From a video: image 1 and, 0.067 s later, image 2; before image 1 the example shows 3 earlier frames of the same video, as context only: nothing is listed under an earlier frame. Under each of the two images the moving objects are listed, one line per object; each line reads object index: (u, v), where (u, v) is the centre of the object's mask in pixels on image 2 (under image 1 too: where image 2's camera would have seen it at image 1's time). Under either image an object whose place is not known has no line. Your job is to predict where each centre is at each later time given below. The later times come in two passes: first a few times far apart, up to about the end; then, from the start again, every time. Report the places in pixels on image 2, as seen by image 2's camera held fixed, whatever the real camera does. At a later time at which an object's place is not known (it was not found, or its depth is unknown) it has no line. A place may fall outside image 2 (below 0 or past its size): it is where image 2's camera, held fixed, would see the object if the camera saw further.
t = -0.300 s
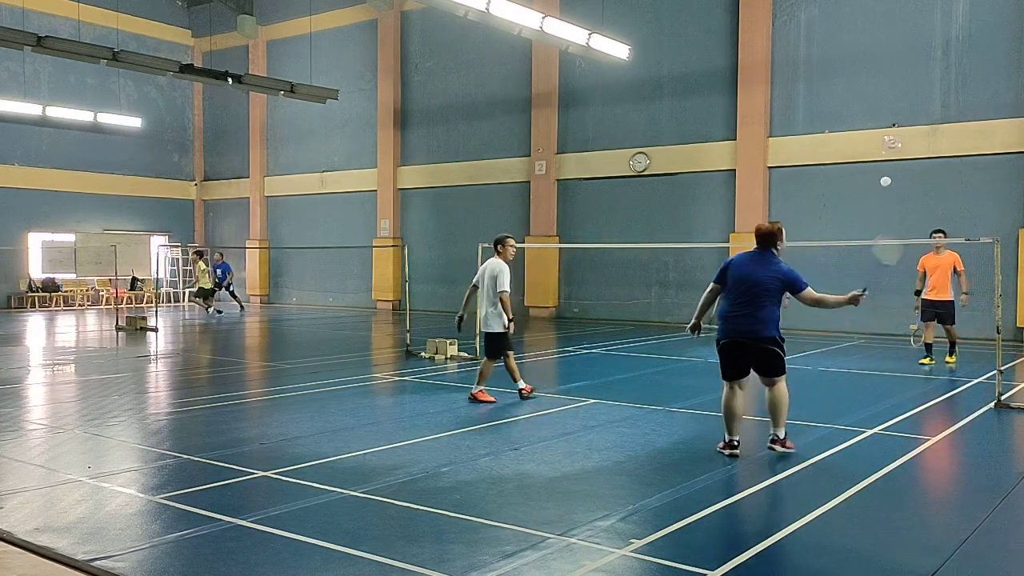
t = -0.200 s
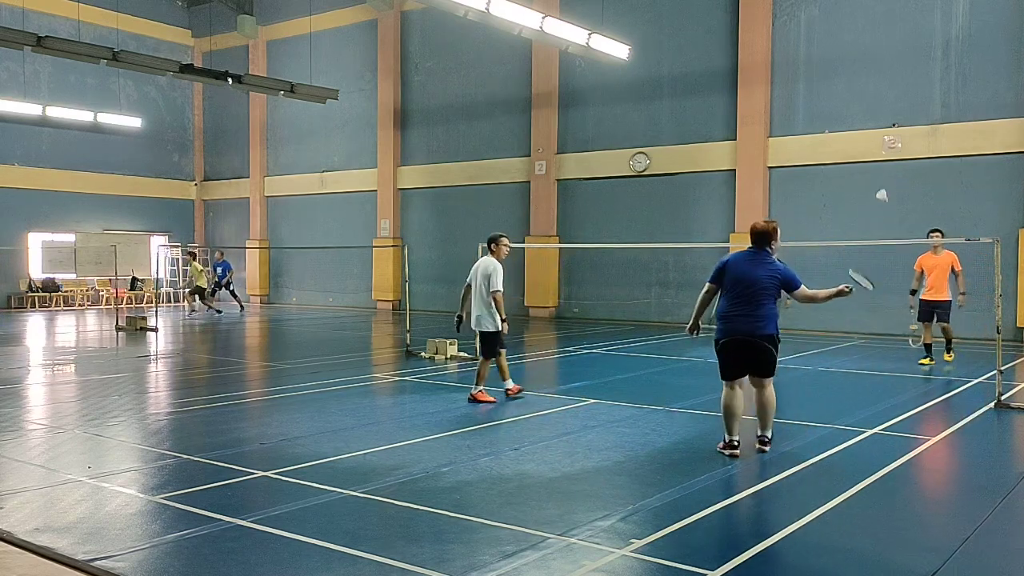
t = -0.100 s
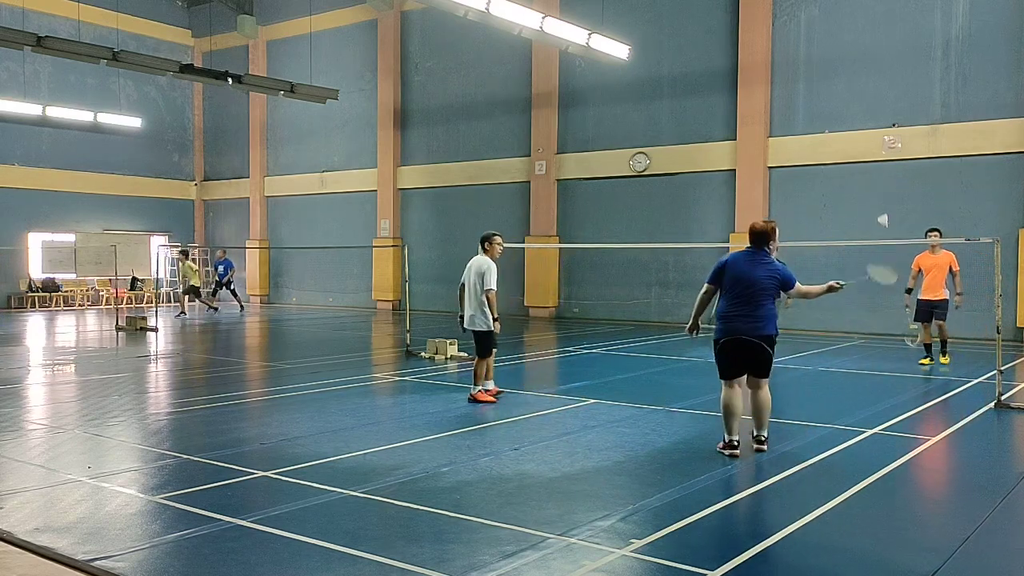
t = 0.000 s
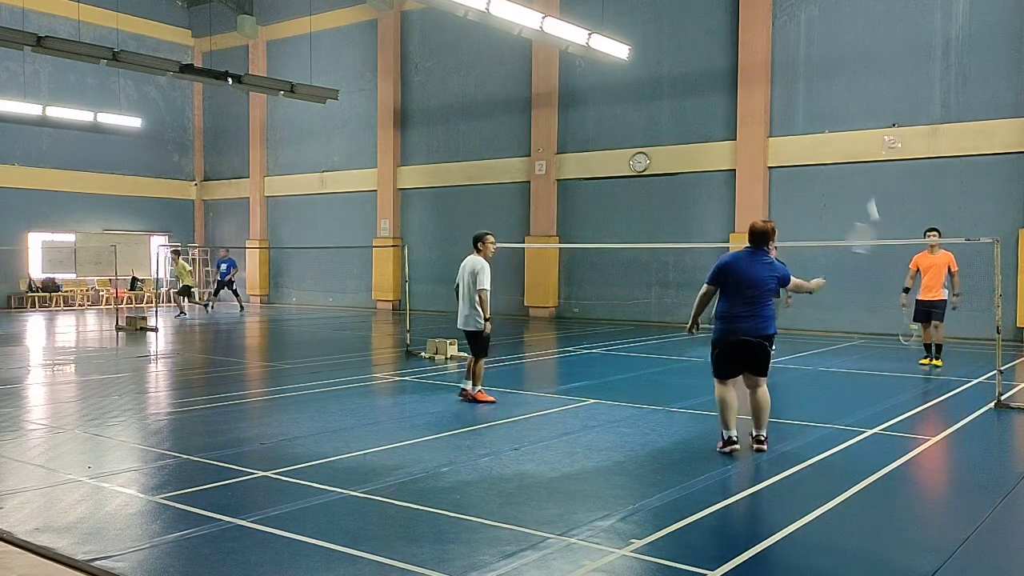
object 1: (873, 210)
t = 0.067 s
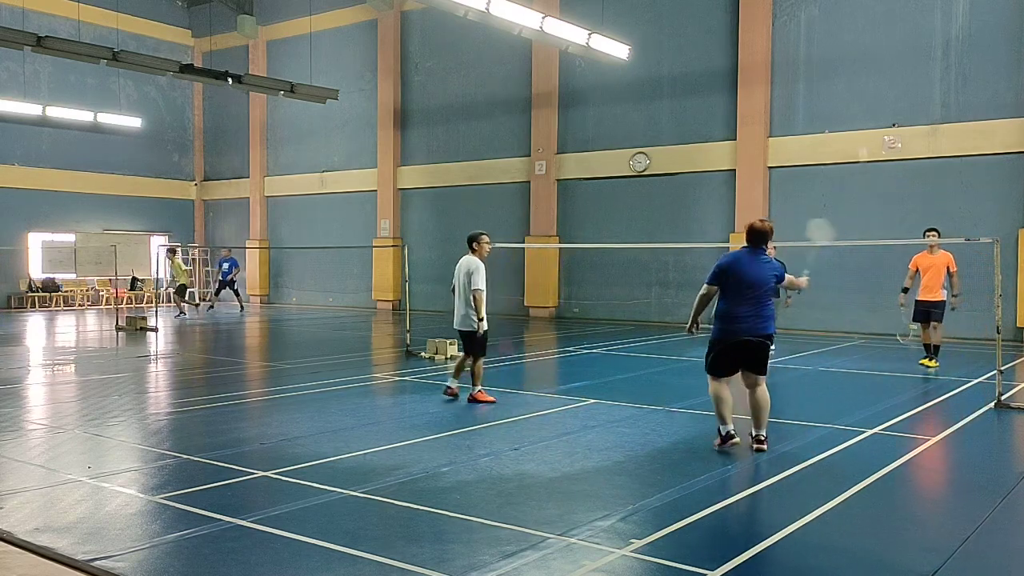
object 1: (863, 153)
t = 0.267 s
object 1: (836, 75)
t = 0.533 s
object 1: (817, 62)
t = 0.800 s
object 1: (807, 108)
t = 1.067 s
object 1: (803, 191)
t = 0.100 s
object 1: (858, 132)
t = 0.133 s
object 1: (853, 118)
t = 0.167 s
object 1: (847, 104)
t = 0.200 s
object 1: (843, 93)
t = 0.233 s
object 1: (839, 83)
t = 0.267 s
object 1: (836, 75)
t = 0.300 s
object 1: (833, 70)
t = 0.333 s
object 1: (830, 65)
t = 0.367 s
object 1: (828, 62)
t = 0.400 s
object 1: (826, 60)
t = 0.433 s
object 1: (824, 59)
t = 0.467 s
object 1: (822, 59)
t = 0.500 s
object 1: (819, 60)
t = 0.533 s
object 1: (817, 62)
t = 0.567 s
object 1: (815, 65)
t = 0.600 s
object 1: (814, 69)
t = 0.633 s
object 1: (813, 74)
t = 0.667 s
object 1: (811, 79)
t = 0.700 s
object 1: (810, 85)
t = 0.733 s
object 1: (809, 92)
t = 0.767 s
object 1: (808, 100)
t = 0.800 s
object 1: (807, 108)
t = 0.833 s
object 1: (806, 117)
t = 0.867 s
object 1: (806, 126)
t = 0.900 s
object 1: (805, 134)
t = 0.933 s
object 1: (805, 145)
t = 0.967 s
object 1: (804, 157)
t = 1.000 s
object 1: (804, 168)
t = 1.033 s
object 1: (804, 180)
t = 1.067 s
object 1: (803, 191)
